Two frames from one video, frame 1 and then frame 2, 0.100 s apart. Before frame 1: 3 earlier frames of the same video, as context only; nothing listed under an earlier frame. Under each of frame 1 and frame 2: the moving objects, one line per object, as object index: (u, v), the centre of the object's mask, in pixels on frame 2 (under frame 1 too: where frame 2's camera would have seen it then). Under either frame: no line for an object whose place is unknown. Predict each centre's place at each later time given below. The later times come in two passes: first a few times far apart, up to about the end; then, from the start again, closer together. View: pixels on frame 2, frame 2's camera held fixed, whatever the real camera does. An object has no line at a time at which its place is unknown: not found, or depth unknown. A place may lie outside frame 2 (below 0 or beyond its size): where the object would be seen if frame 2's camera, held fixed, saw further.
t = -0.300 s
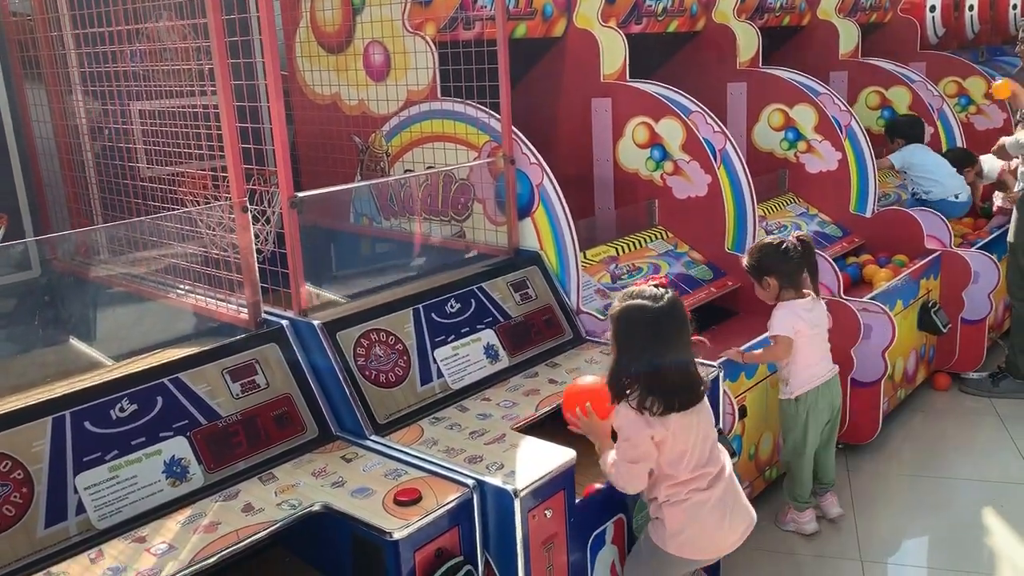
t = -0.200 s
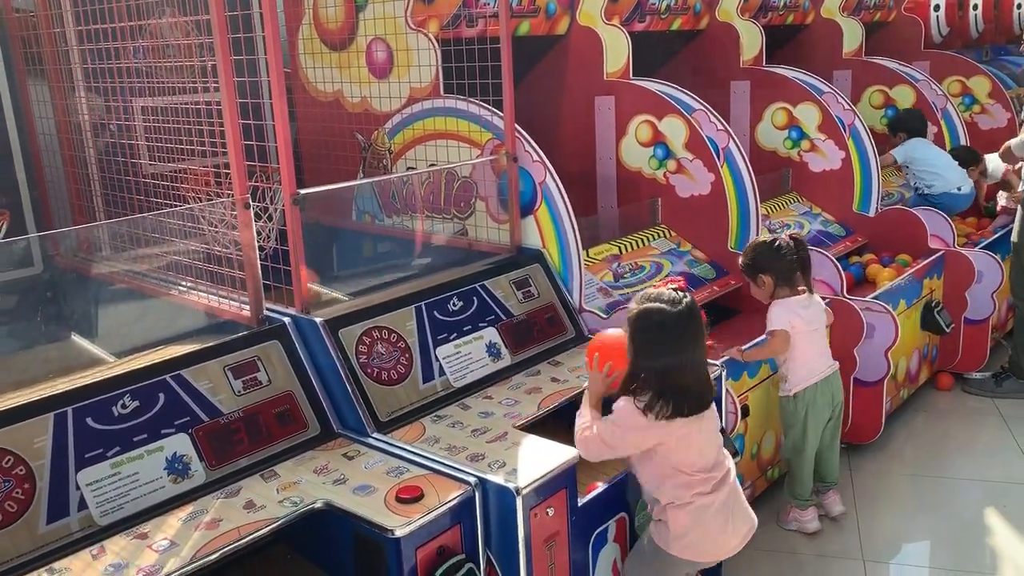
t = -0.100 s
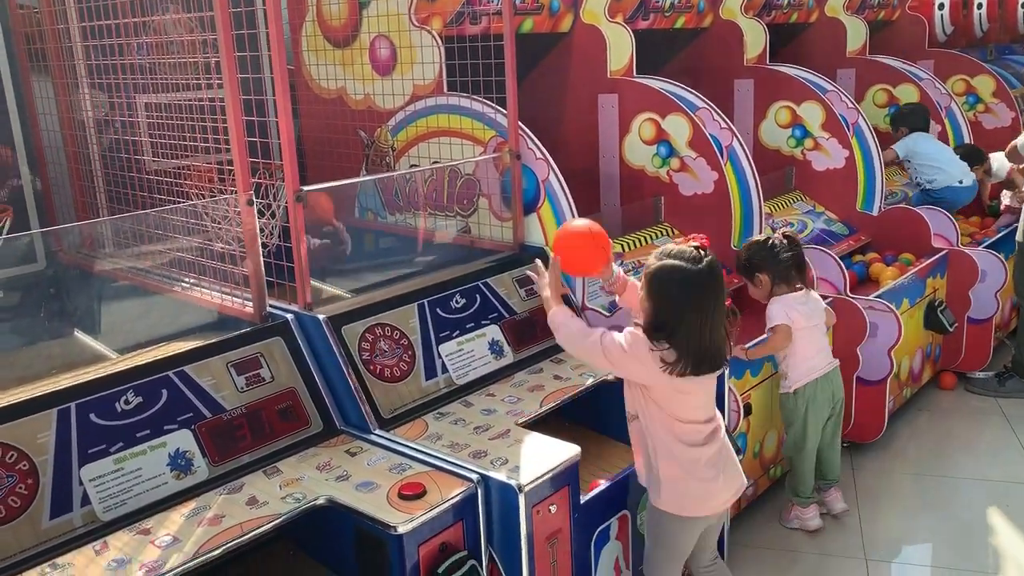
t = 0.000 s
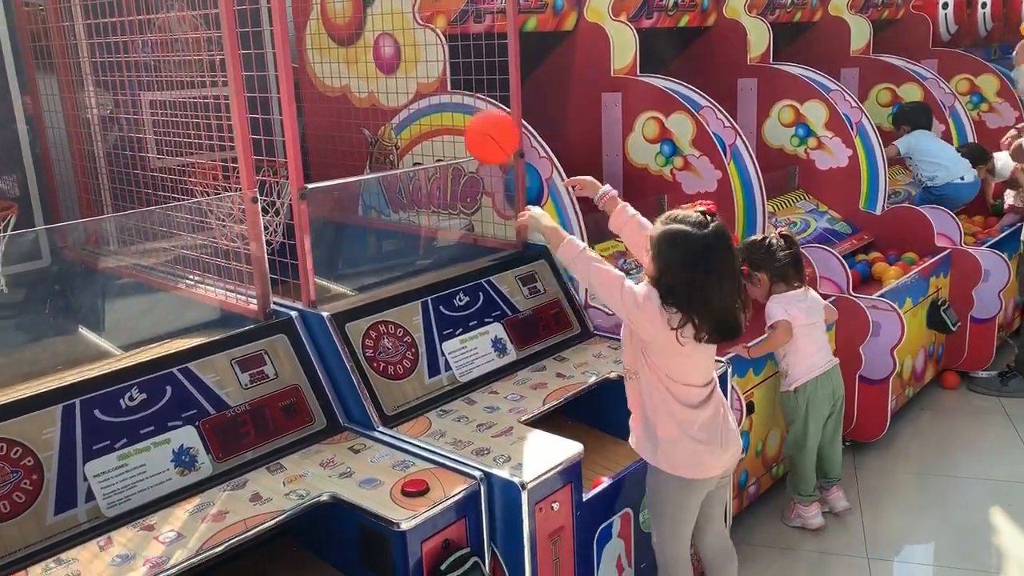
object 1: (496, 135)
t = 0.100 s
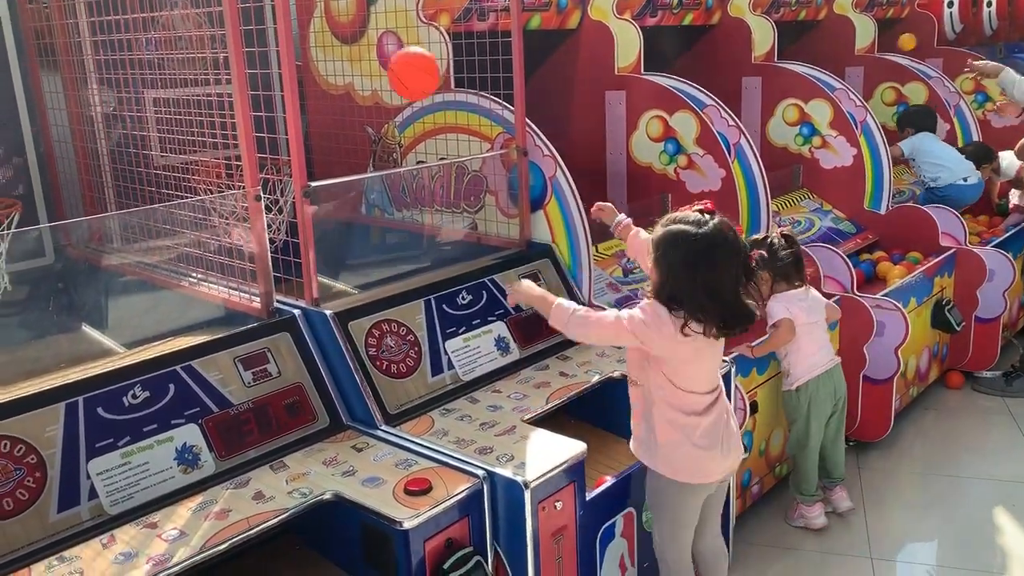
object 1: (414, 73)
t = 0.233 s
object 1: (324, 56)
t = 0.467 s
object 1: (222, 146)
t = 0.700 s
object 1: (202, 37)
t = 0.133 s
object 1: (389, 62)
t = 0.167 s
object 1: (366, 56)
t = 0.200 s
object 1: (344, 54)
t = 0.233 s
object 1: (324, 56)
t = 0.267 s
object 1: (310, 61)
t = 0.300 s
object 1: (282, 73)
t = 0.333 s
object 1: (268, 82)
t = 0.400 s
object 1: (256, 113)
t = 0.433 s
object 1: (227, 134)
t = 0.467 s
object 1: (222, 146)
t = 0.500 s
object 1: (219, 124)
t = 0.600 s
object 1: (209, 68)
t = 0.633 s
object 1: (206, 55)
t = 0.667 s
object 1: (205, 44)
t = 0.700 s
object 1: (202, 37)
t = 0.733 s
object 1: (202, 35)
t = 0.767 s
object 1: (201, 35)
